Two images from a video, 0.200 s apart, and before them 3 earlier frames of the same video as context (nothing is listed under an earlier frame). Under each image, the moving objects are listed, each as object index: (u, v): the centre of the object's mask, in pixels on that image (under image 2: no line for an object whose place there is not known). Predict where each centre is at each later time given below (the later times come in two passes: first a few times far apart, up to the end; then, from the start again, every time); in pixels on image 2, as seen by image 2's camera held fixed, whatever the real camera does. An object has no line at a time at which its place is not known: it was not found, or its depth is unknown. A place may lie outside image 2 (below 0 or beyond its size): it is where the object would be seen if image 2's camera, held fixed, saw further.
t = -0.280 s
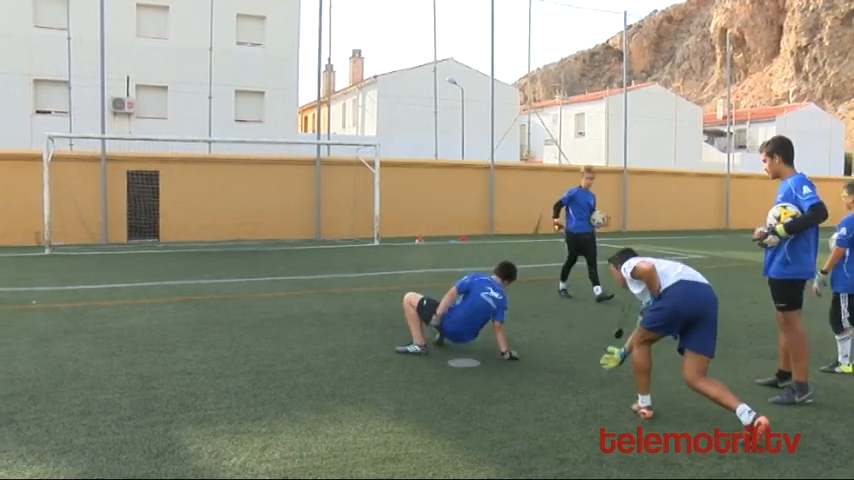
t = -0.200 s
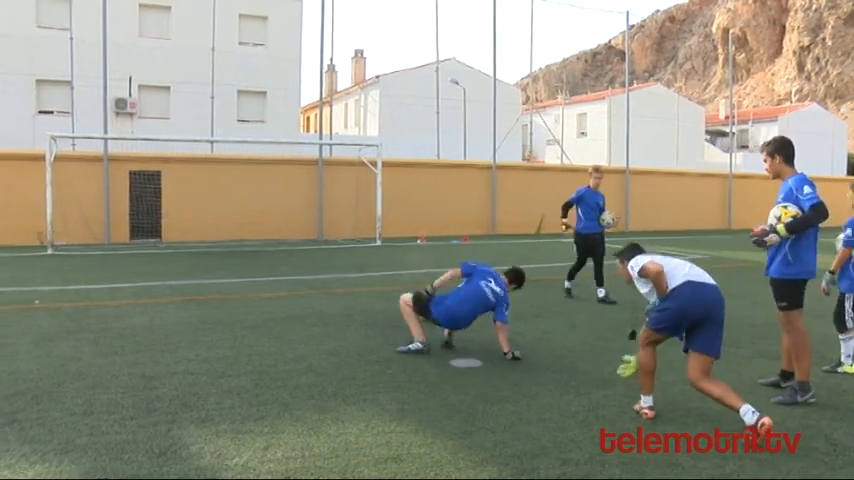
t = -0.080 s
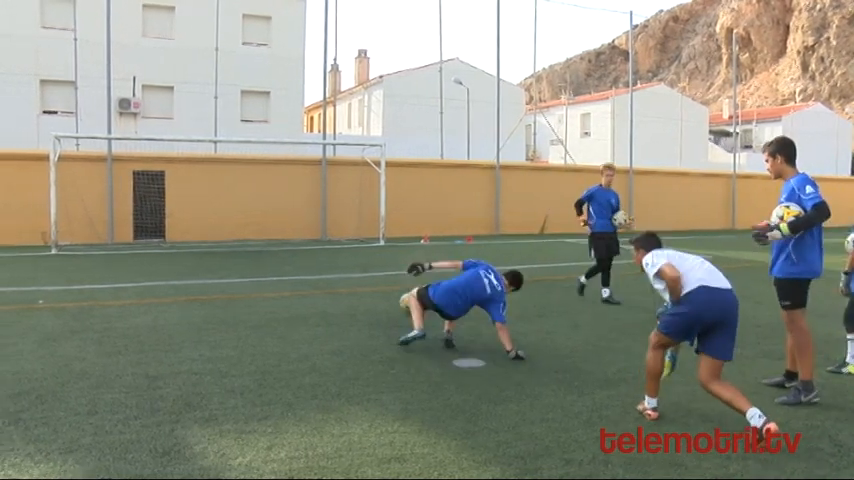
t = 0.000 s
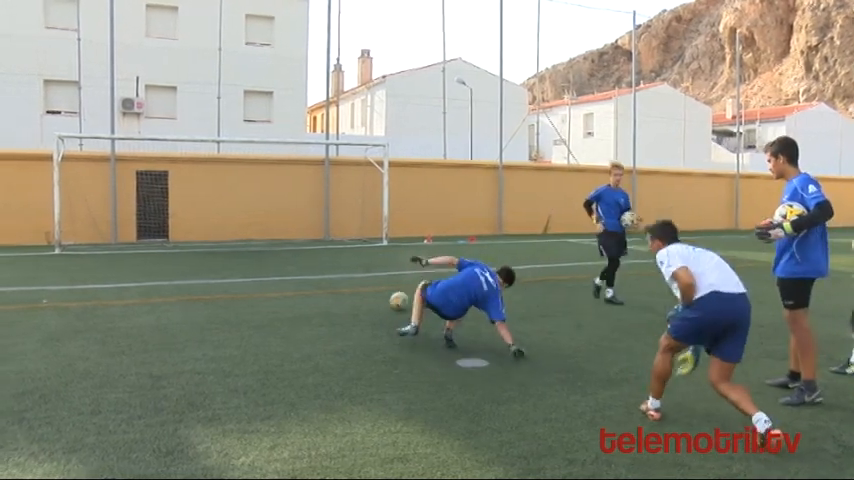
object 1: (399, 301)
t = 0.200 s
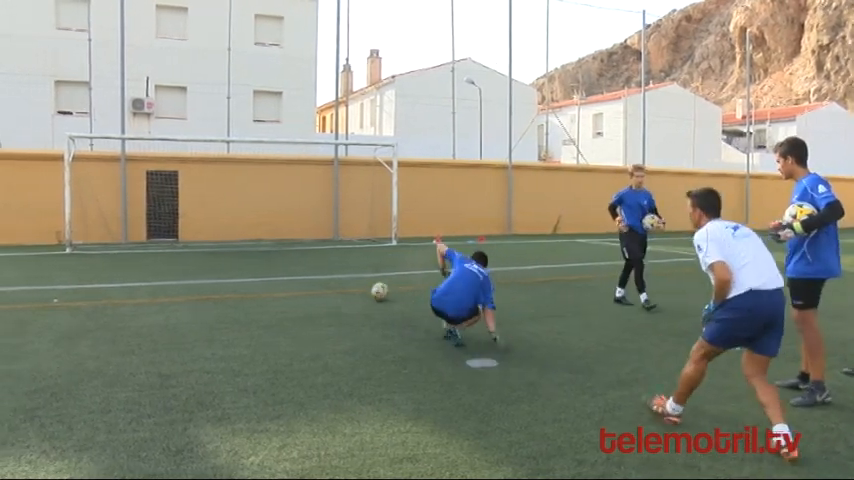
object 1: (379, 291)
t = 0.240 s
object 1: (375, 290)
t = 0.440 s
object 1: (352, 282)
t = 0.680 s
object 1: (330, 275)
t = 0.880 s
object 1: (315, 270)
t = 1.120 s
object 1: (299, 265)
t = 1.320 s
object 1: (288, 262)
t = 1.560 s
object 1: (275, 258)
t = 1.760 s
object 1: (267, 255)
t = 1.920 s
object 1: (261, 253)
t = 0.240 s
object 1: (375, 290)
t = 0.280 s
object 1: (369, 288)
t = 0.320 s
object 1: (365, 287)
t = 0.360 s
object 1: (361, 285)
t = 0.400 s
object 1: (356, 283)
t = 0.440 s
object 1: (352, 282)
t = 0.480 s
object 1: (348, 281)
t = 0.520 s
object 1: (344, 280)
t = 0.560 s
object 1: (341, 279)
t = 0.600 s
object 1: (337, 278)
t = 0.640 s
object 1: (334, 276)
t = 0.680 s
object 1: (330, 275)
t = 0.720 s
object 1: (327, 274)
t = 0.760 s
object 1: (324, 274)
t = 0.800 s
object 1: (321, 273)
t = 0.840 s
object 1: (317, 272)
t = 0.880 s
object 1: (315, 270)
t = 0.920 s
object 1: (312, 269)
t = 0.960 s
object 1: (310, 269)
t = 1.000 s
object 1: (307, 268)
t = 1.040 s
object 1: (303, 267)
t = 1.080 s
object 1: (302, 266)
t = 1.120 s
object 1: (299, 265)
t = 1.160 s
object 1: (297, 265)
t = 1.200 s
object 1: (295, 264)
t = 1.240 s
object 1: (292, 264)
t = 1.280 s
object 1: (289, 263)
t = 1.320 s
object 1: (288, 262)
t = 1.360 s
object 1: (286, 261)
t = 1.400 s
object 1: (284, 261)
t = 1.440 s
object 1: (282, 260)
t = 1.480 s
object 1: (279, 259)
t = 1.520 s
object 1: (277, 259)
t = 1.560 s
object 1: (275, 258)
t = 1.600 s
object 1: (274, 258)
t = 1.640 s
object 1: (272, 257)
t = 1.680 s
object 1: (271, 256)
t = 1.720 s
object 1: (269, 256)
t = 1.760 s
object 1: (267, 255)
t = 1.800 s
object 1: (265, 255)
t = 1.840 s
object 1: (264, 254)
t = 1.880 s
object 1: (262, 254)
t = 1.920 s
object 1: (261, 253)
